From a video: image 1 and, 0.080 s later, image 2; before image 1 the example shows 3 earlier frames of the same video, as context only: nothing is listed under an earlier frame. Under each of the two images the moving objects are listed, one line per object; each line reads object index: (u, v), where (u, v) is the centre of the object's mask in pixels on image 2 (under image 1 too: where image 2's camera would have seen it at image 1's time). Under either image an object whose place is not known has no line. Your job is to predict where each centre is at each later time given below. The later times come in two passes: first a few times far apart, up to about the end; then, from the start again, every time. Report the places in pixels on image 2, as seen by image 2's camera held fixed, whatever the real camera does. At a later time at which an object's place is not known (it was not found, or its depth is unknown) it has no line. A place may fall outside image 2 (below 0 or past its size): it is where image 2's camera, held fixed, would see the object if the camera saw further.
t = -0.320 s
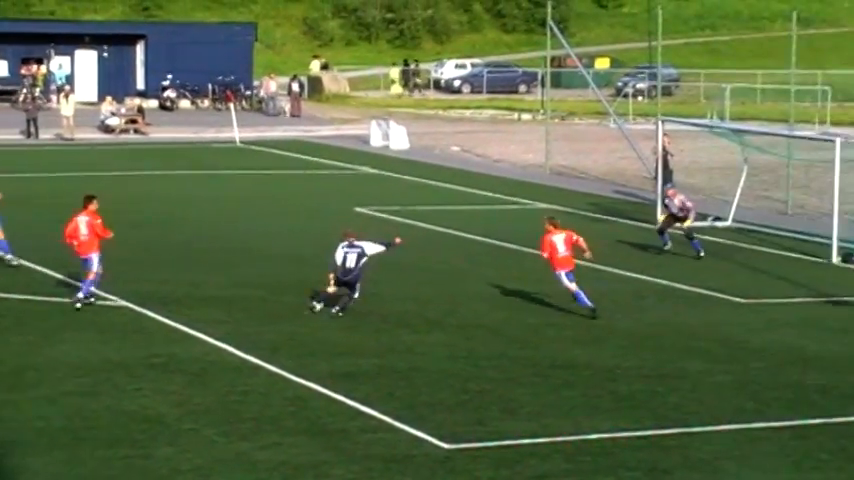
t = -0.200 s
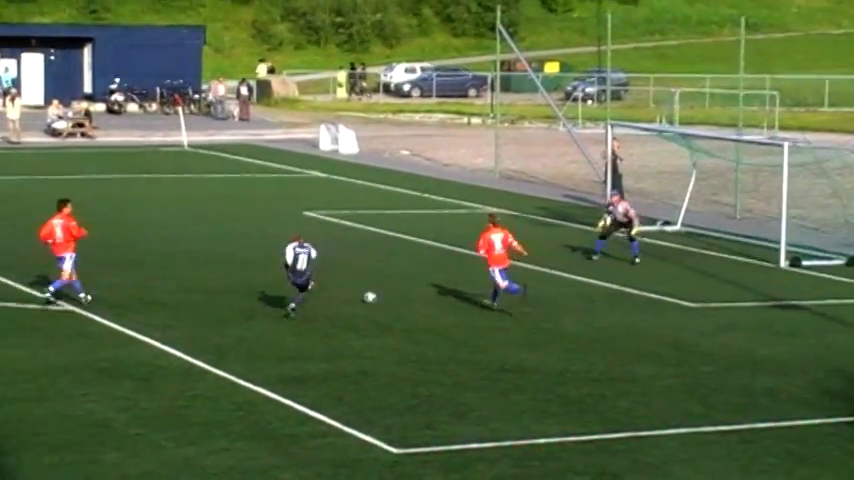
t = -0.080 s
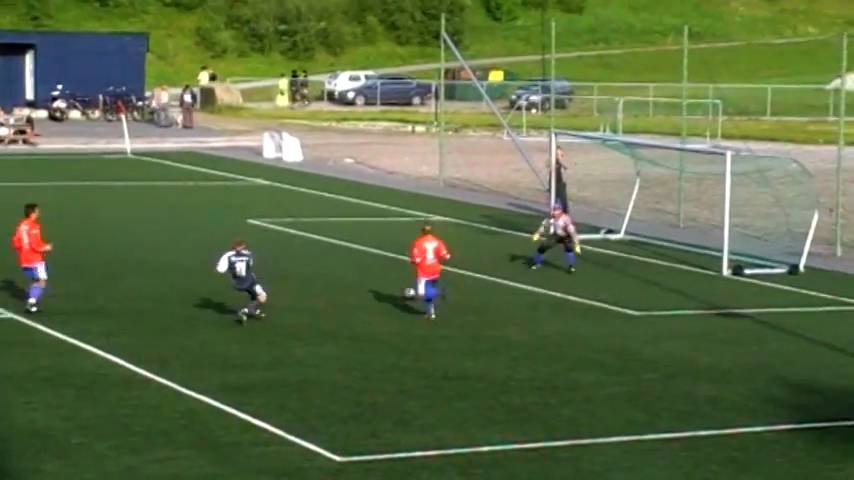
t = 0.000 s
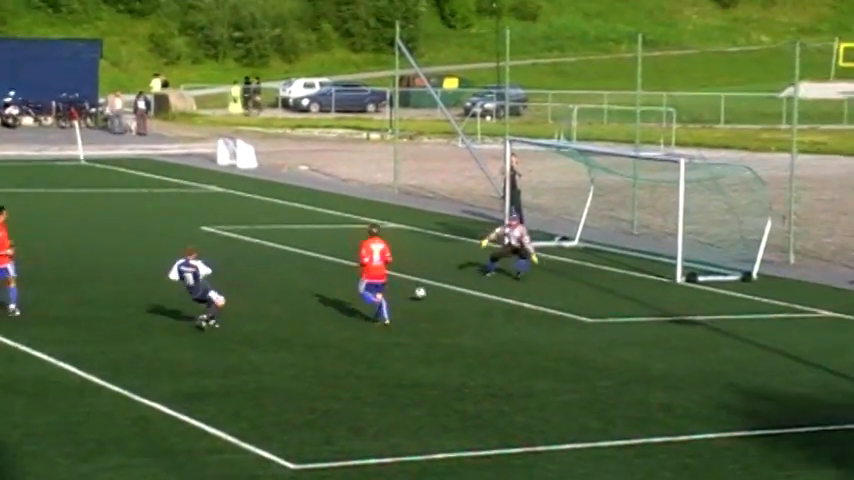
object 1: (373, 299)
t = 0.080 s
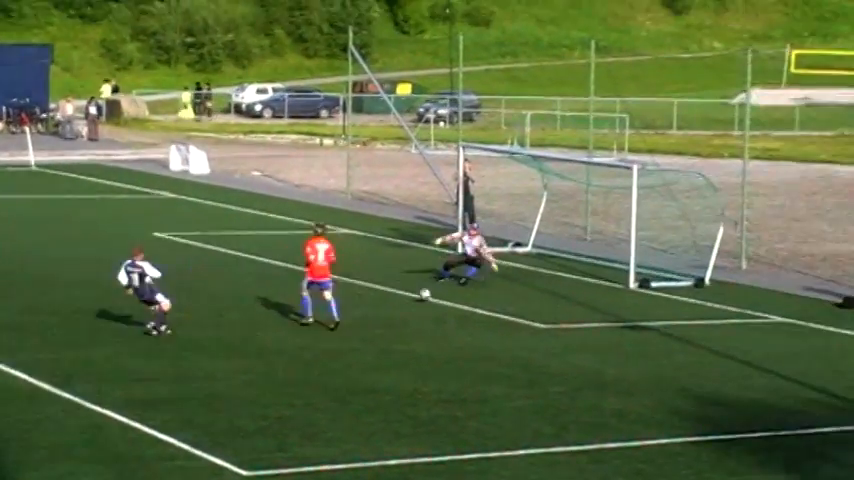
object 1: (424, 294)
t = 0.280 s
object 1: (534, 285)
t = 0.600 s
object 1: (666, 272)
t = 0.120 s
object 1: (449, 294)
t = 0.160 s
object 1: (472, 291)
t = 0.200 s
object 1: (493, 288)
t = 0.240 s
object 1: (513, 286)
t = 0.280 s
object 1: (534, 285)
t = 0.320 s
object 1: (553, 284)
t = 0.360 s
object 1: (571, 281)
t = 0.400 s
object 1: (588, 278)
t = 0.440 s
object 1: (605, 277)
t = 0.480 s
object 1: (621, 278)
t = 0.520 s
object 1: (638, 276)
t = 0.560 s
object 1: (652, 273)
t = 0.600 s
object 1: (666, 272)
